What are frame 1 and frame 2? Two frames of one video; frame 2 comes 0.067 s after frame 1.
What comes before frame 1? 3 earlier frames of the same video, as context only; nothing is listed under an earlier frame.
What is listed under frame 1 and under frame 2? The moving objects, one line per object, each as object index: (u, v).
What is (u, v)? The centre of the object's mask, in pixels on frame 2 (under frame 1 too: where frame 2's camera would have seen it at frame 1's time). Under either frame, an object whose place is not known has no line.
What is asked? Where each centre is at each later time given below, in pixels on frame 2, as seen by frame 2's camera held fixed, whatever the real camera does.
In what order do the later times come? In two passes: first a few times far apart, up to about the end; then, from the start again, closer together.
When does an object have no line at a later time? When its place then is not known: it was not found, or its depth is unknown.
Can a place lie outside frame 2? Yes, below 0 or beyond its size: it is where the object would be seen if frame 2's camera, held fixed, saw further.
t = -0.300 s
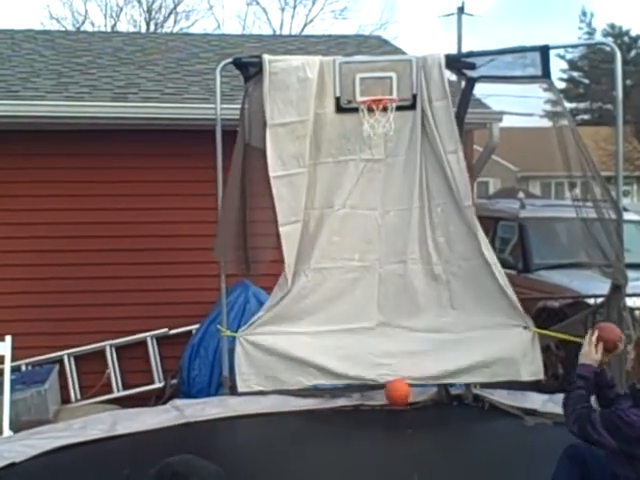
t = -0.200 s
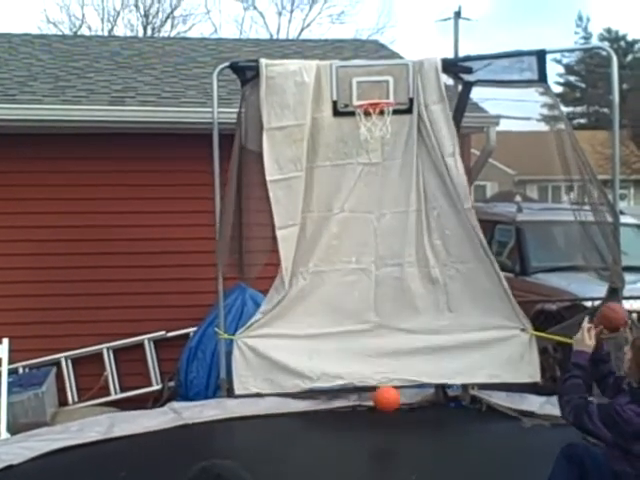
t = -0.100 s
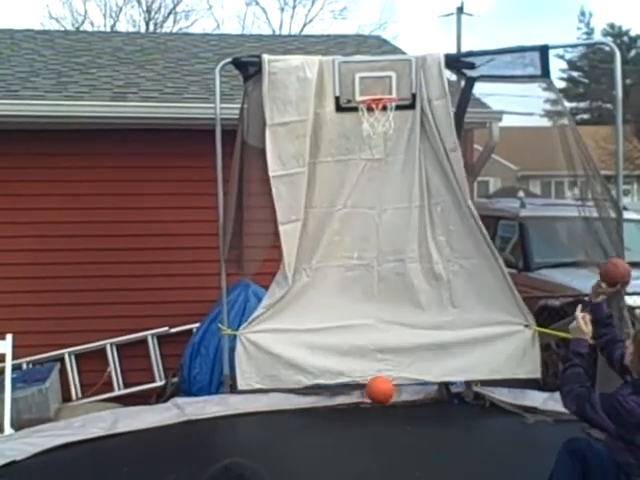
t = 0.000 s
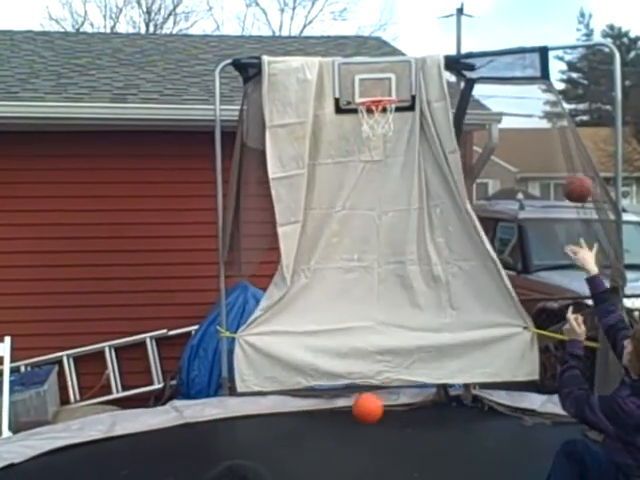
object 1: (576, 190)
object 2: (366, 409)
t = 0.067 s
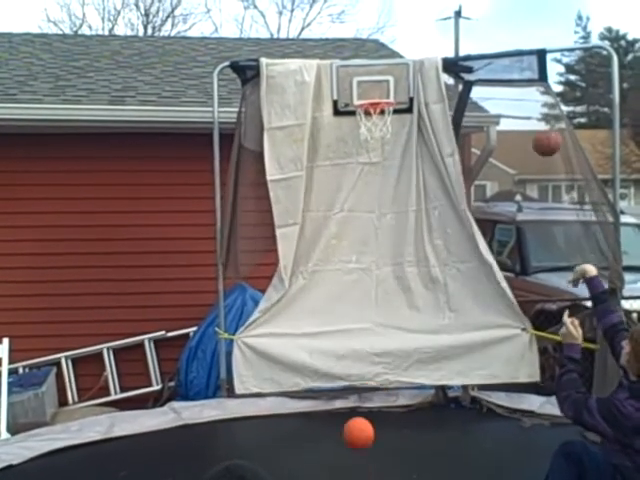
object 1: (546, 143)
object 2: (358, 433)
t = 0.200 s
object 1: (494, 82)
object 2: (342, 473)
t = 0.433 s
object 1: (416, 67)
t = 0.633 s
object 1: (364, 98)
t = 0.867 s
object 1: (346, 117)
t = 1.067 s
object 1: (330, 213)
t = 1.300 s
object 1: (312, 435)
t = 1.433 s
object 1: (308, 390)
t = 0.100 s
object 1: (532, 124)
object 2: (354, 450)
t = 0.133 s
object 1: (519, 107)
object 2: (349, 469)
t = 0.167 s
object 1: (506, 93)
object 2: (345, 474)
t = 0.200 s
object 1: (494, 82)
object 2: (342, 473)
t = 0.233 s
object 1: (482, 71)
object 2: (339, 473)
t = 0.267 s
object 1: (470, 66)
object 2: (336, 474)
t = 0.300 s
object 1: (459, 62)
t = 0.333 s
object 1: (447, 61)
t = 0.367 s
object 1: (437, 60)
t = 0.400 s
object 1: (426, 63)
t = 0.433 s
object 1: (416, 67)
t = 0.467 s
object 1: (405, 73)
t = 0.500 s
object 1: (396, 82)
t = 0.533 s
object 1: (387, 91)
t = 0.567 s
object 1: (379, 94)
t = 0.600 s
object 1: (371, 96)
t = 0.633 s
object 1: (364, 98)
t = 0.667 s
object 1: (360, 99)
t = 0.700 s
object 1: (357, 100)
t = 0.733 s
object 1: (355, 100)
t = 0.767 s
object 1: (353, 101)
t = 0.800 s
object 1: (351, 104)
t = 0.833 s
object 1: (348, 110)
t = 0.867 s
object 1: (346, 117)
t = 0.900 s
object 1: (344, 128)
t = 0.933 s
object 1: (341, 140)
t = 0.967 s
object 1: (338, 155)
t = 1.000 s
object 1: (335, 172)
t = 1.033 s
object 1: (332, 191)
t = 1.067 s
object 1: (330, 213)
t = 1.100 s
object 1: (328, 238)
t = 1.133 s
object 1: (325, 266)
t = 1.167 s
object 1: (322, 296)
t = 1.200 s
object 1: (320, 329)
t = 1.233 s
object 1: (317, 365)
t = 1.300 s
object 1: (312, 435)
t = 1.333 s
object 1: (311, 422)
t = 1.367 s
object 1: (310, 409)
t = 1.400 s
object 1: (309, 399)
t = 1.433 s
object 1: (308, 390)
